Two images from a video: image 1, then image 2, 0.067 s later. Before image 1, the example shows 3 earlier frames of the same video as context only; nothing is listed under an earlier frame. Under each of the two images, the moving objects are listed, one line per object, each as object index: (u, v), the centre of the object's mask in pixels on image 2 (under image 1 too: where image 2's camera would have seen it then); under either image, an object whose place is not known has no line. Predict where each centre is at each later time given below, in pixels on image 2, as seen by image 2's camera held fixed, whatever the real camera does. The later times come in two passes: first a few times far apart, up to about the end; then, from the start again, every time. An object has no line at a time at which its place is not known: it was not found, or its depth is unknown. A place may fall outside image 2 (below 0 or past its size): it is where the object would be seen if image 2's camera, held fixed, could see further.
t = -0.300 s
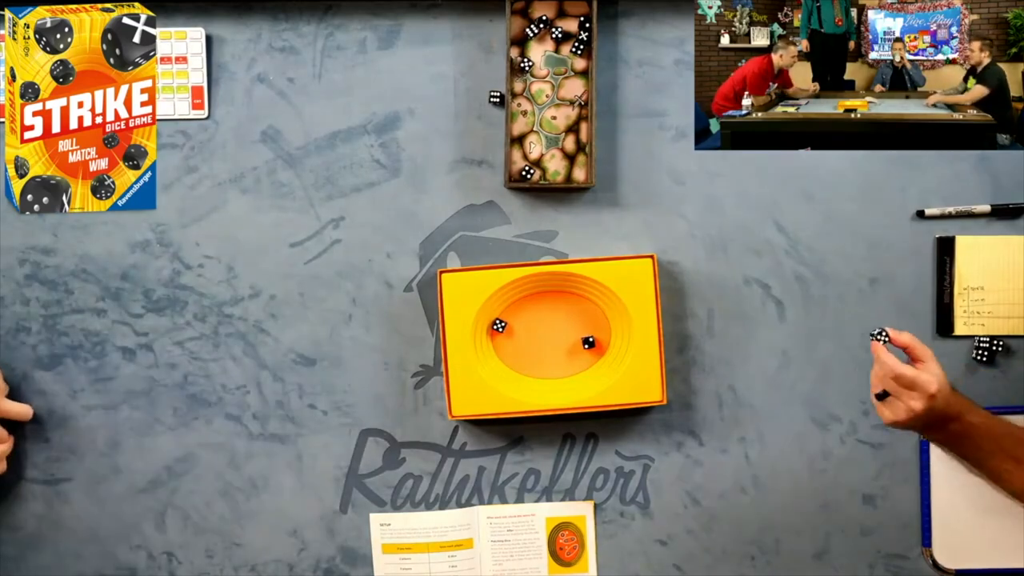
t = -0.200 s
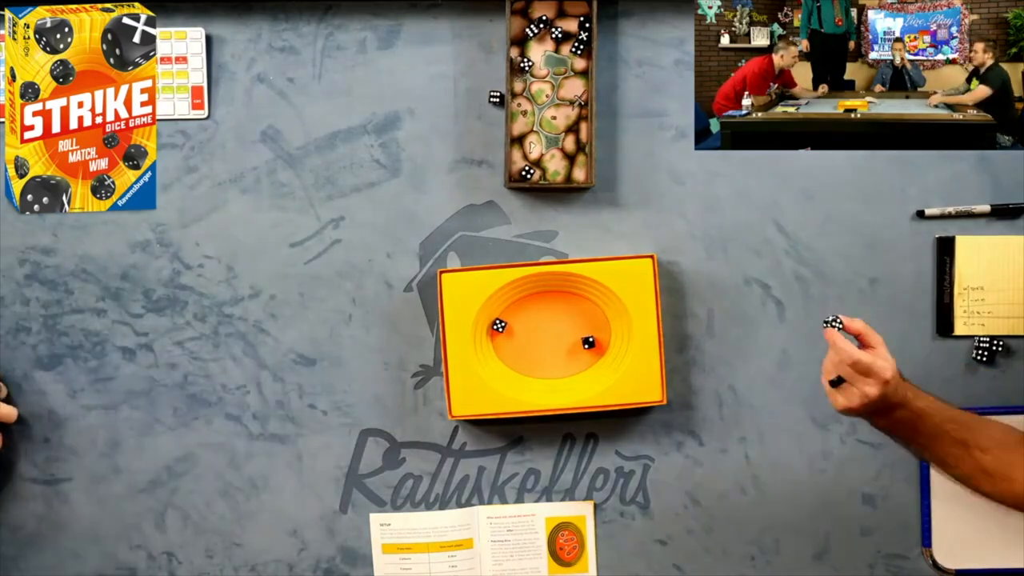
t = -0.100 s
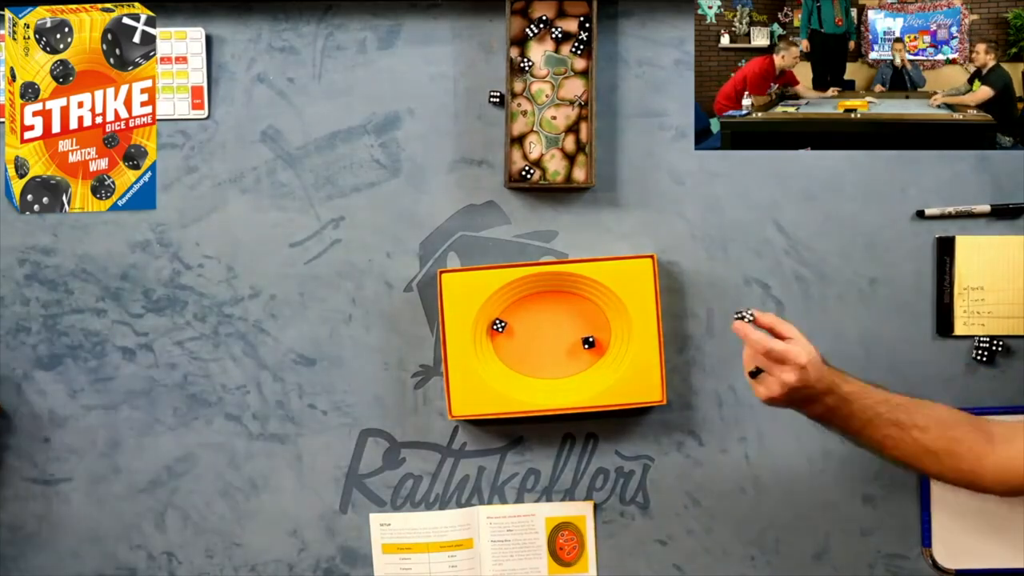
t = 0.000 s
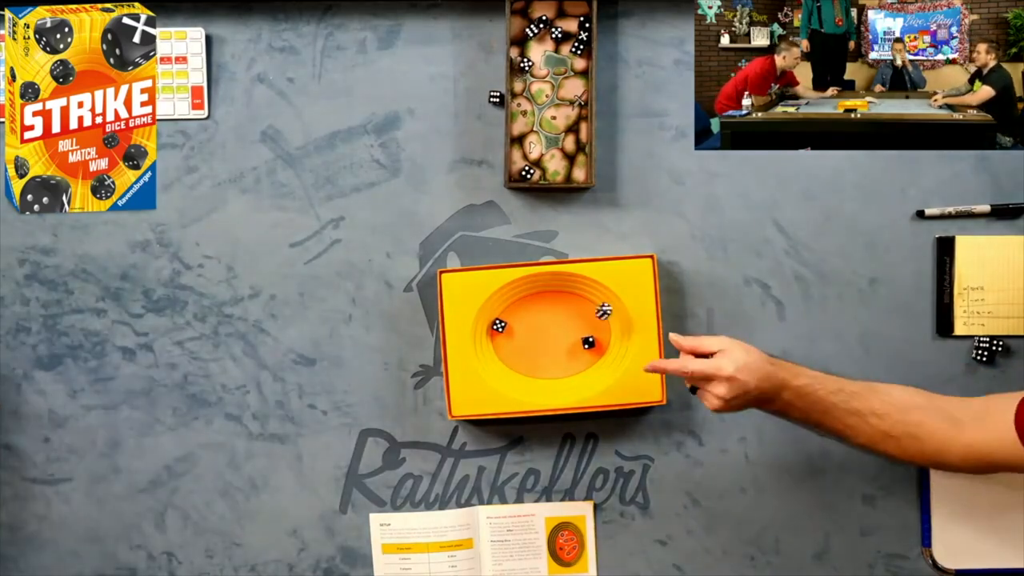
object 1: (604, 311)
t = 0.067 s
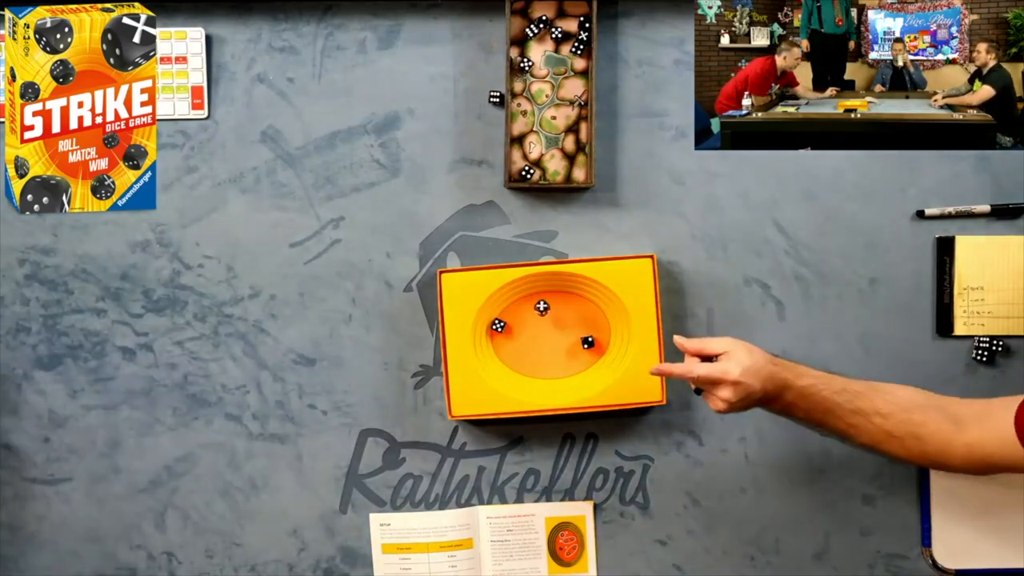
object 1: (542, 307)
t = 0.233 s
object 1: (474, 326)
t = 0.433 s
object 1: (489, 357)
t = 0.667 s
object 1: (559, 323)
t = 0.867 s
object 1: (590, 307)
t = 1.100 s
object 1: (593, 318)
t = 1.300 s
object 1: (593, 318)
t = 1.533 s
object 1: (593, 318)
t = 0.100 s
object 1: (521, 306)
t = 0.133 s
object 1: (500, 304)
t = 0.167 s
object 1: (486, 309)
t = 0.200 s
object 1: (478, 317)
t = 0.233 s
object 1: (474, 326)
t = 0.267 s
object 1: (471, 335)
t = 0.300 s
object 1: (471, 342)
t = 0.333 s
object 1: (472, 349)
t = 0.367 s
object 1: (475, 353)
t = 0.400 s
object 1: (480, 357)
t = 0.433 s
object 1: (489, 357)
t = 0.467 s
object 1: (502, 356)
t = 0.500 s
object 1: (515, 352)
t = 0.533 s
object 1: (526, 347)
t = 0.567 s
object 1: (536, 341)
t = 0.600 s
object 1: (545, 336)
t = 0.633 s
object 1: (554, 330)
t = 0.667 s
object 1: (559, 323)
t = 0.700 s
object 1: (566, 320)
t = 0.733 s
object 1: (571, 318)
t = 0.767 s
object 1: (577, 315)
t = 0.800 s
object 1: (581, 312)
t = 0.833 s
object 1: (587, 310)
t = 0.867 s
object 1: (590, 307)
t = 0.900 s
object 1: (589, 311)
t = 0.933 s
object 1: (589, 314)
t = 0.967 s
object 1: (588, 316)
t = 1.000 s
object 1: (590, 317)
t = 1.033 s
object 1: (591, 319)
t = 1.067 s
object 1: (592, 318)
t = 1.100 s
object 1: (593, 318)
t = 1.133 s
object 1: (593, 318)
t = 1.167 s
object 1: (593, 318)
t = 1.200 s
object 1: (593, 318)
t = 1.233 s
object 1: (593, 318)
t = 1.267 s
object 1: (593, 318)
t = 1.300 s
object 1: (593, 318)
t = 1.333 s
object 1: (593, 318)
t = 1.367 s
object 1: (593, 318)
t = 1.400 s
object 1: (593, 318)
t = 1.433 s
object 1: (594, 318)
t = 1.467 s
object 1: (593, 318)
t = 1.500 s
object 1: (594, 318)
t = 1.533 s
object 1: (593, 318)
